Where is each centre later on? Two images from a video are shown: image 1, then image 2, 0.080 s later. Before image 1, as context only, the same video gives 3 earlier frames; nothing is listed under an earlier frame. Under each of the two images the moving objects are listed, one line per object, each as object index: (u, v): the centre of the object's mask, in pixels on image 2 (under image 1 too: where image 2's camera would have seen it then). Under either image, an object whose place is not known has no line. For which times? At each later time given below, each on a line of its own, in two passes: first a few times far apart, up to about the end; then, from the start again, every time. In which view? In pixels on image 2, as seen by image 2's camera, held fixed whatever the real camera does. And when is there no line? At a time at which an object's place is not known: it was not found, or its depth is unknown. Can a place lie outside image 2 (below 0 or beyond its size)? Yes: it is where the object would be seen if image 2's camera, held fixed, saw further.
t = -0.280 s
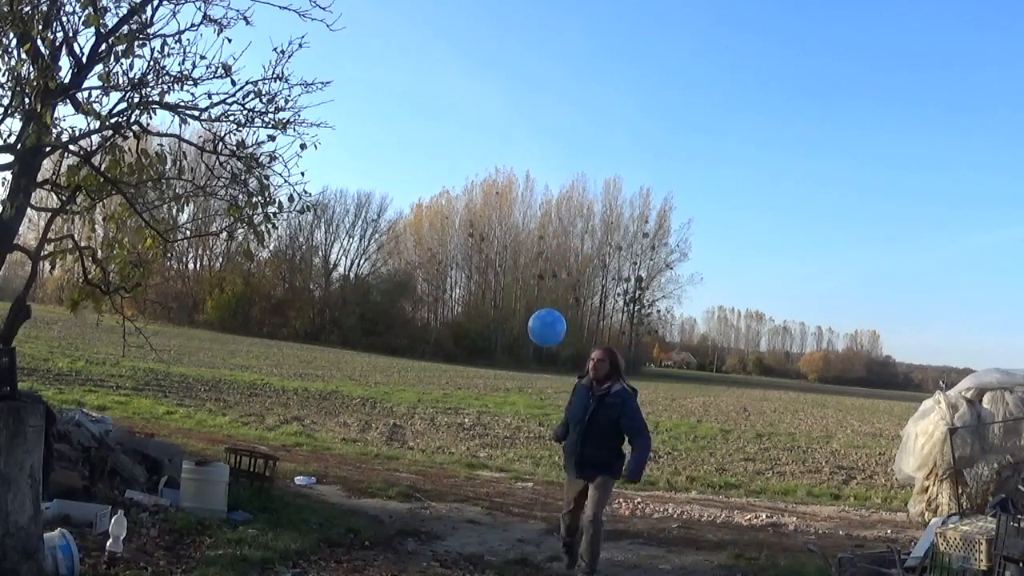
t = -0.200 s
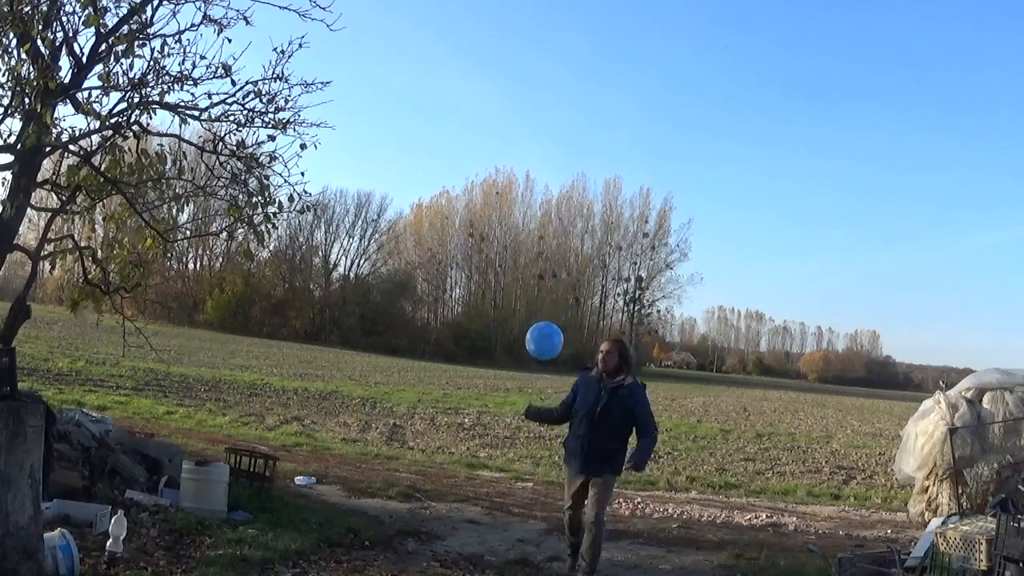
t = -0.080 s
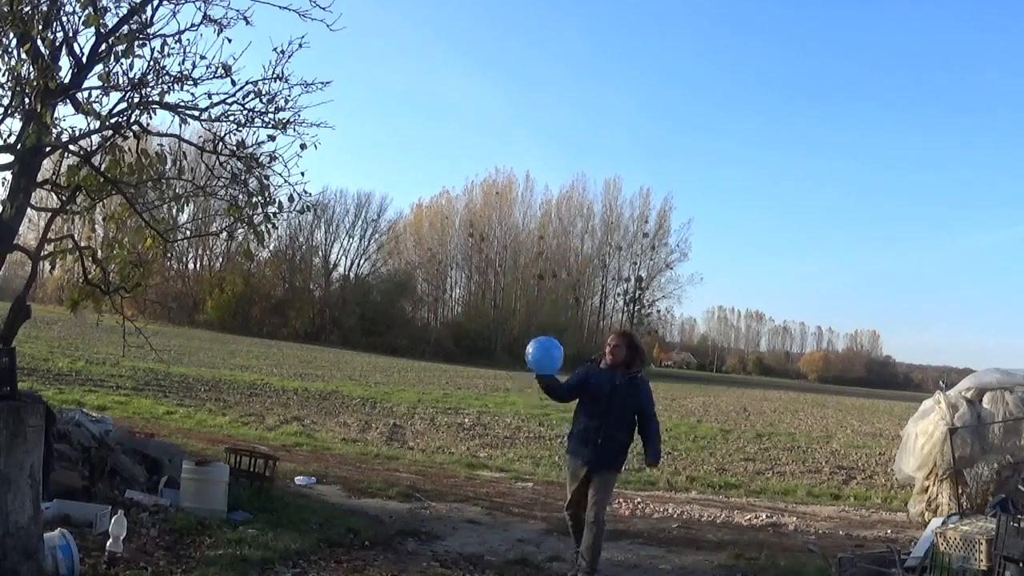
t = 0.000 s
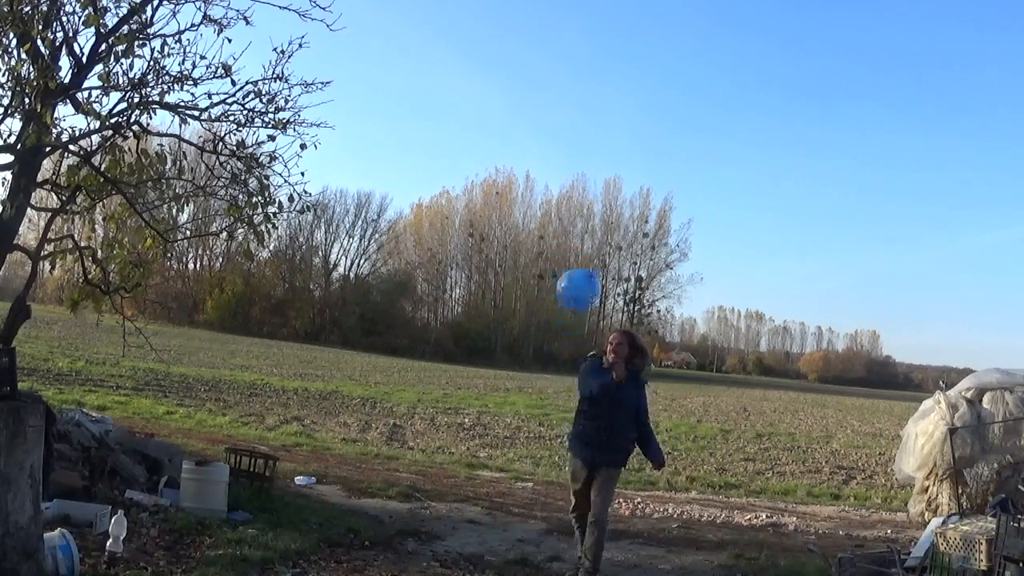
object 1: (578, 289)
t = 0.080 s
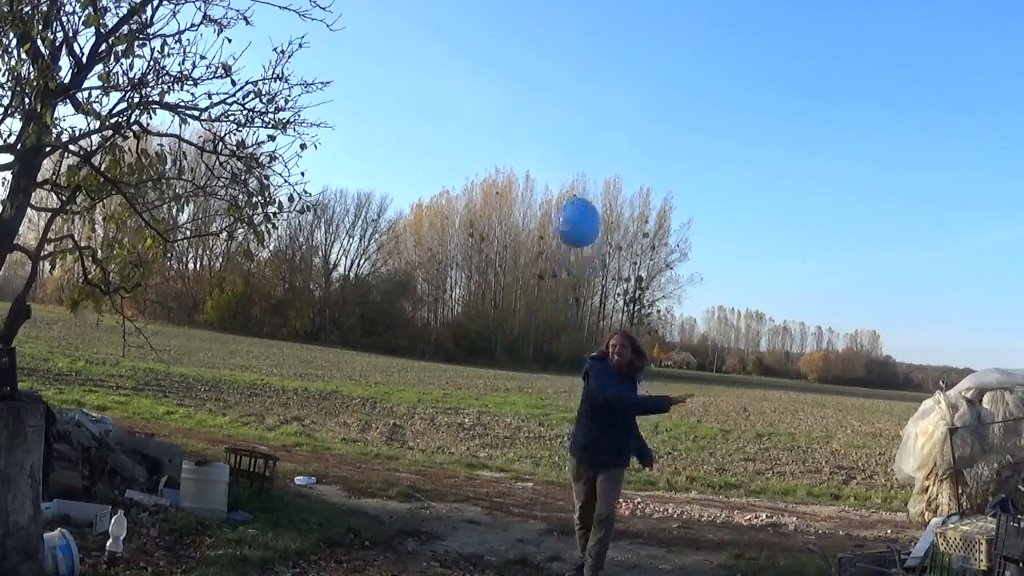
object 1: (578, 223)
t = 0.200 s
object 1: (566, 150)
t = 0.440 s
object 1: (581, 70)
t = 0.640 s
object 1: (601, 33)
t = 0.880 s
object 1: (623, 21)
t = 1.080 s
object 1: (638, 23)
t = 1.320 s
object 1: (651, 53)
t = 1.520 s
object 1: (654, 105)
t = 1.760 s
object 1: (642, 195)
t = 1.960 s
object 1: (619, 282)
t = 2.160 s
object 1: (590, 375)
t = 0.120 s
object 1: (572, 197)
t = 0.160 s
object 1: (568, 172)
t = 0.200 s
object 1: (566, 150)
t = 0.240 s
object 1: (566, 132)
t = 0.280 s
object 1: (568, 115)
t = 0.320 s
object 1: (571, 100)
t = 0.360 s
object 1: (575, 90)
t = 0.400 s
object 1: (578, 80)
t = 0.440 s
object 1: (581, 70)
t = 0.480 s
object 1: (585, 60)
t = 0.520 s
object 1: (589, 52)
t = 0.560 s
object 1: (594, 45)
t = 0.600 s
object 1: (597, 39)
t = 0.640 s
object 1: (601, 33)
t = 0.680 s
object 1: (605, 28)
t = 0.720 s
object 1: (609, 24)
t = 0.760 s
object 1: (613, 22)
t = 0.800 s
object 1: (617, 21)
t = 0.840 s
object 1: (620, 20)
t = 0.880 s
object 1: (623, 21)
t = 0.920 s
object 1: (626, 20)
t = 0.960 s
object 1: (629, 20)
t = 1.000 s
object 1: (633, 20)
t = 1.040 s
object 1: (636, 21)
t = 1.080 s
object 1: (638, 23)
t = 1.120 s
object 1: (640, 25)
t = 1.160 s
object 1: (642, 29)
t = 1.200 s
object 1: (645, 33)
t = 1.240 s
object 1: (647, 39)
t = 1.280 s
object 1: (649, 45)
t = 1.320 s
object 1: (651, 53)
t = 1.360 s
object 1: (653, 62)
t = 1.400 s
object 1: (654, 71)
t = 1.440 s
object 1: (654, 82)
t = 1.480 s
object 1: (654, 93)
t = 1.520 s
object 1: (654, 105)
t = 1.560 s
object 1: (654, 119)
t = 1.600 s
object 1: (653, 133)
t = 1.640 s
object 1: (651, 147)
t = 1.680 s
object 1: (649, 163)
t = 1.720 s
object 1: (646, 178)
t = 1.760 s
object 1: (642, 195)
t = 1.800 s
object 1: (639, 212)
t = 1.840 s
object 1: (634, 228)
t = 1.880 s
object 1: (630, 246)
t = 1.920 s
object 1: (624, 264)
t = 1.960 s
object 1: (619, 282)
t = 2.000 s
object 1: (614, 299)
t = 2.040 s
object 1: (609, 318)
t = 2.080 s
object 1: (603, 337)
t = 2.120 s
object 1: (597, 356)
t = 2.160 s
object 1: (590, 375)
